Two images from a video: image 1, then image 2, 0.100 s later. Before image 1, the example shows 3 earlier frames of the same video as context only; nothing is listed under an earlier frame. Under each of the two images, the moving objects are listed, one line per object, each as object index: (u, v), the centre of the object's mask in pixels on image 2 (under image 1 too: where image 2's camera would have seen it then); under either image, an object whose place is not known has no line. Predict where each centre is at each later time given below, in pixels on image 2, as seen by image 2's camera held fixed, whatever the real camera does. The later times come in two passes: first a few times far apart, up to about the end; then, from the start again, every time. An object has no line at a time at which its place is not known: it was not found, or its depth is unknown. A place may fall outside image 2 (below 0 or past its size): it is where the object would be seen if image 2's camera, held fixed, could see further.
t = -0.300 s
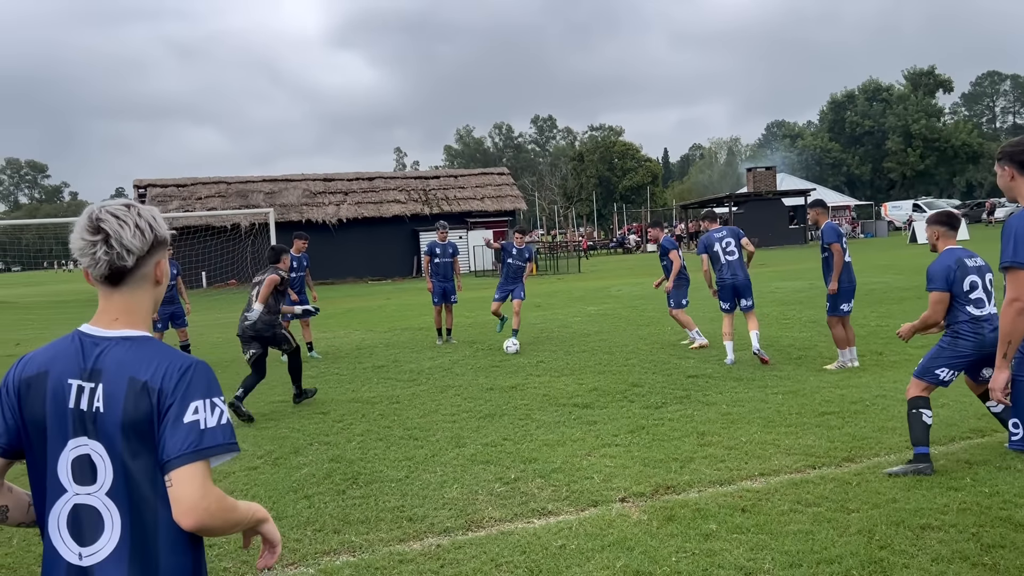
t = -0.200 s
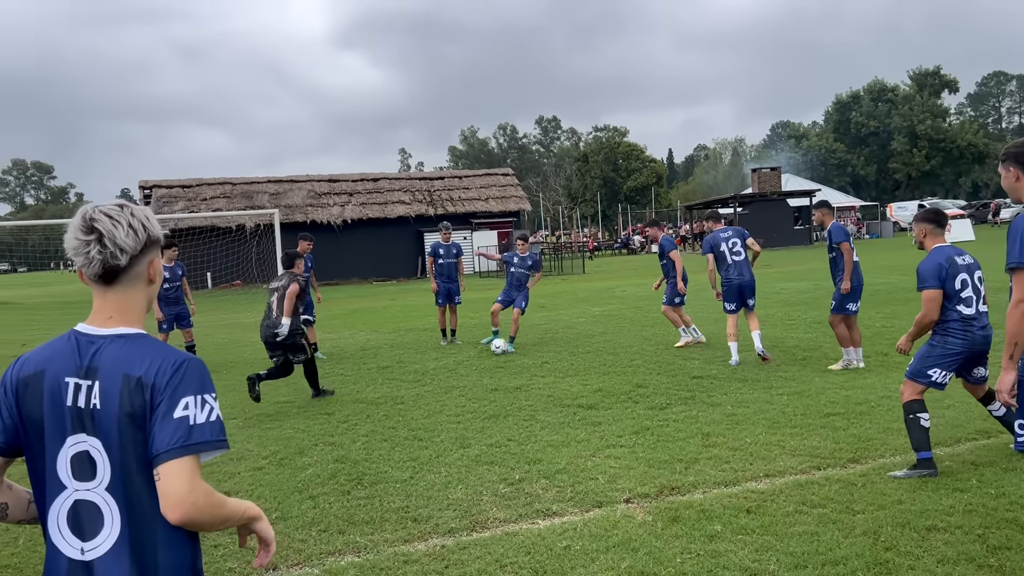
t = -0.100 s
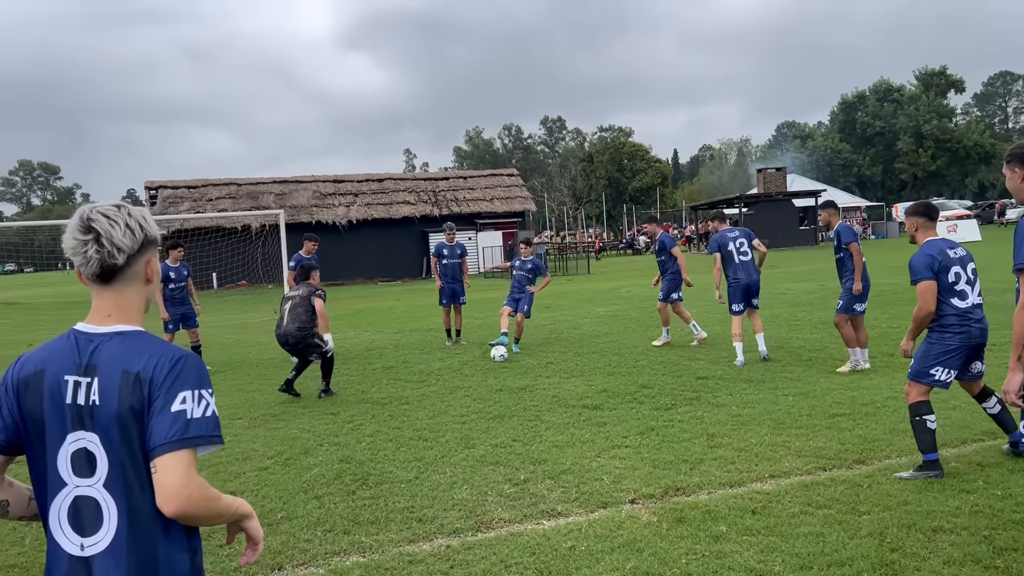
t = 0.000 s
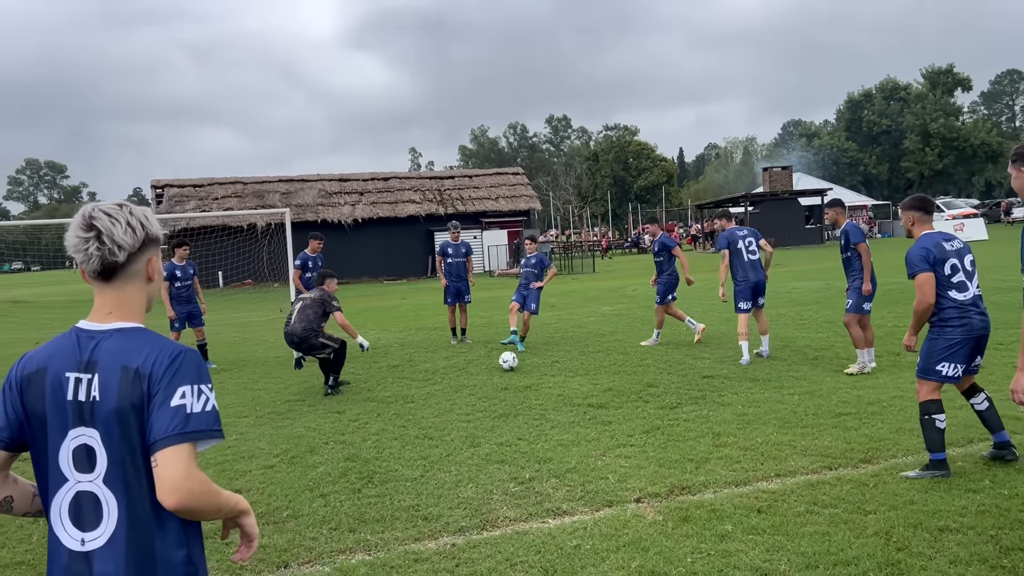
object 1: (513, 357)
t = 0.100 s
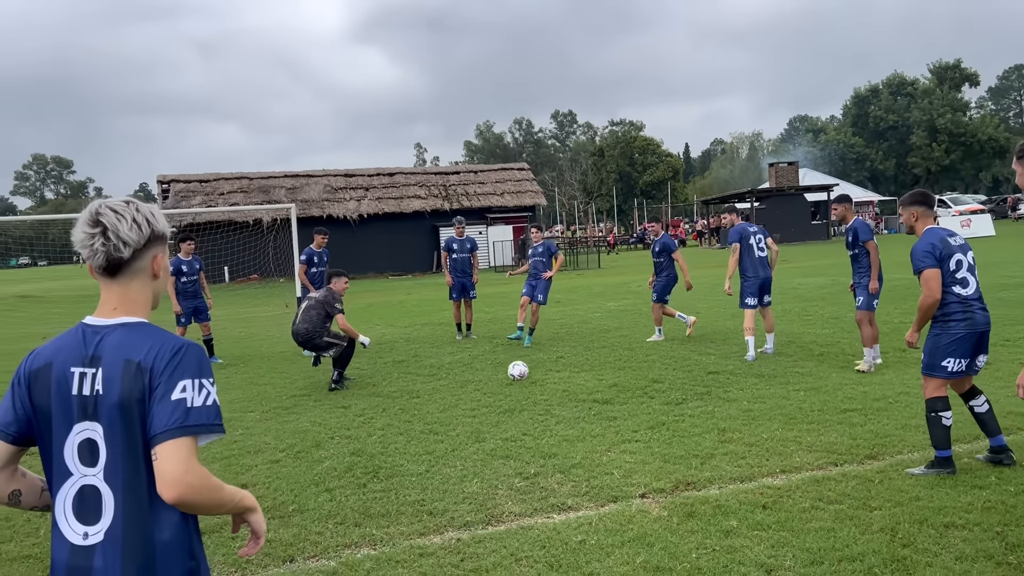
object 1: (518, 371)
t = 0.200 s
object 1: (521, 381)
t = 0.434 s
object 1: (532, 421)
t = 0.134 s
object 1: (519, 374)
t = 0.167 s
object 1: (520, 377)
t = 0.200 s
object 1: (521, 381)
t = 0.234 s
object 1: (523, 386)
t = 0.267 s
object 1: (524, 393)
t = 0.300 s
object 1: (526, 399)
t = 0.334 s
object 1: (527, 403)
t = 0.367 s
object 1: (529, 408)
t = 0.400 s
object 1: (530, 413)
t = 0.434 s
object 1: (532, 421)
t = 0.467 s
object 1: (533, 429)
